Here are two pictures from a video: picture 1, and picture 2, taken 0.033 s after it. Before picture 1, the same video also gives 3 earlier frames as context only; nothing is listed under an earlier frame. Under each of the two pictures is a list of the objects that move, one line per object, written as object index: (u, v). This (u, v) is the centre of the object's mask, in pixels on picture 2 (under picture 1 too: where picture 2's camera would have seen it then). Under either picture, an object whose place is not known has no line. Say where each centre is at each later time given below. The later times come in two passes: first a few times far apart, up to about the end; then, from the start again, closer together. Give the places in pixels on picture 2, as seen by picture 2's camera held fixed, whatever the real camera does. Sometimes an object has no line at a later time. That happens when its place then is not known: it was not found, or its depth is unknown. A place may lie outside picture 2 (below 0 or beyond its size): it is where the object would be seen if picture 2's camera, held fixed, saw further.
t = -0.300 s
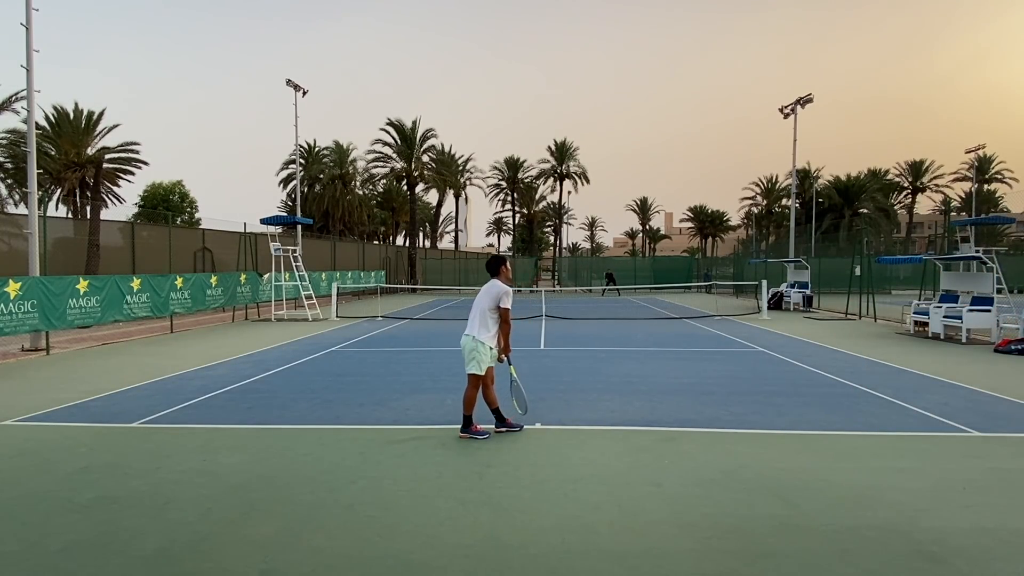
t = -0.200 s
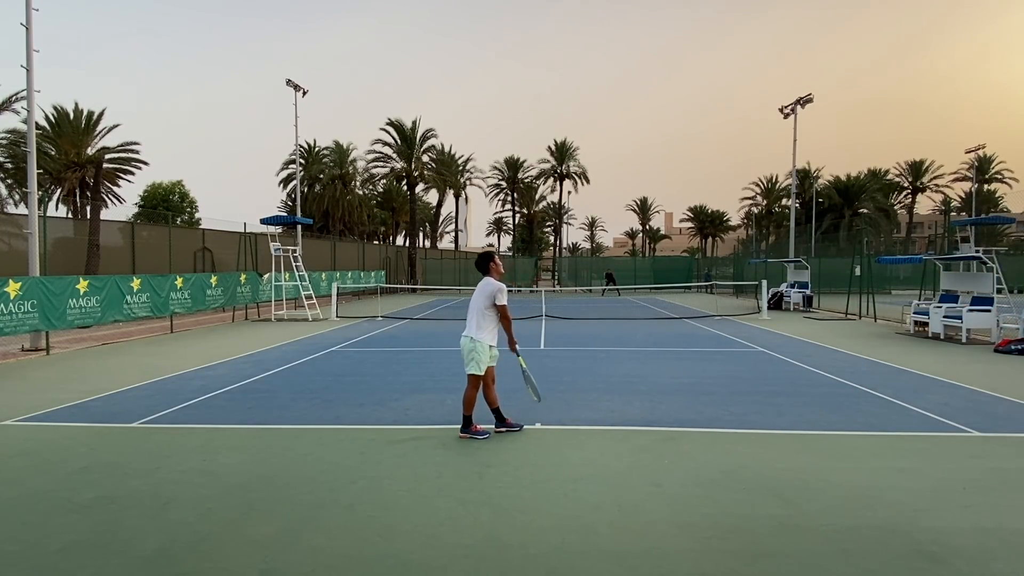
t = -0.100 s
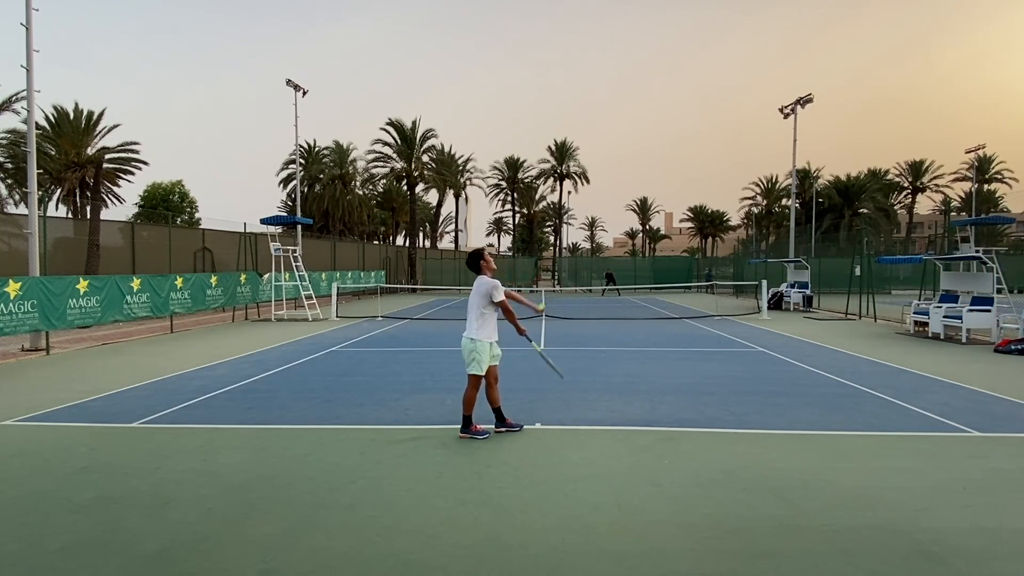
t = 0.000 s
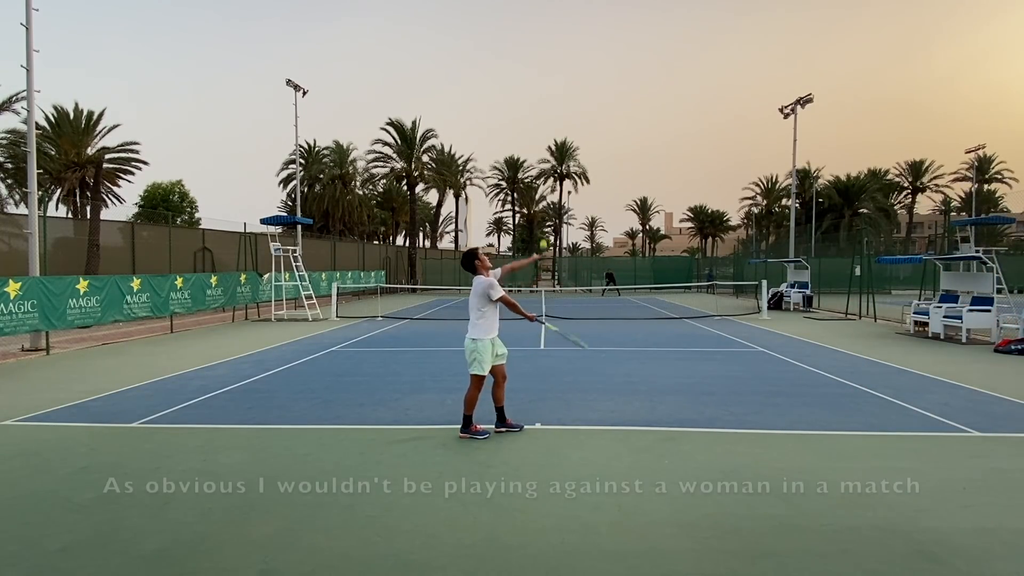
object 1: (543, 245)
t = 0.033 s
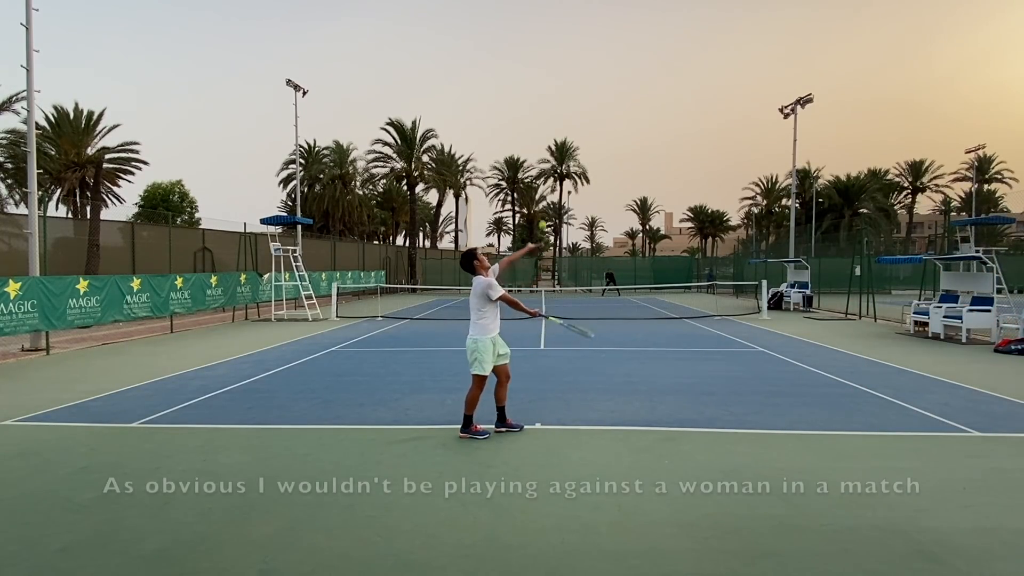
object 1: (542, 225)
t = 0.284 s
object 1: (536, 112)
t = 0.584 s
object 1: (528, 61)
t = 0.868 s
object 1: (519, 96)
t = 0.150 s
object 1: (541, 164)
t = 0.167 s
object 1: (539, 158)
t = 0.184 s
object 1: (538, 150)
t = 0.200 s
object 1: (538, 143)
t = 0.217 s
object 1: (538, 136)
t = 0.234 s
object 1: (537, 130)
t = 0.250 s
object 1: (537, 124)
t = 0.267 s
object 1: (537, 118)
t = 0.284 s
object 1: (536, 112)
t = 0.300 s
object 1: (536, 107)
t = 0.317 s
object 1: (535, 102)
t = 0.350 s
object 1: (534, 93)
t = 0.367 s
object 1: (534, 89)
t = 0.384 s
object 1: (534, 85)
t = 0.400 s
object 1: (533, 81)
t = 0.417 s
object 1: (532, 78)
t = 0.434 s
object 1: (532, 75)
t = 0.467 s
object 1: (531, 70)
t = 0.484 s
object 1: (531, 68)
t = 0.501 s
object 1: (530, 66)
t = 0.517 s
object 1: (530, 64)
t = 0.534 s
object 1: (529, 63)
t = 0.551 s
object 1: (529, 62)
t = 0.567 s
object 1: (528, 61)
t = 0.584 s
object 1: (528, 61)
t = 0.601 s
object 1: (527, 60)
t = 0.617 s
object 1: (527, 61)
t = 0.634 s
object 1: (526, 61)
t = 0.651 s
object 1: (526, 62)
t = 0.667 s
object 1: (525, 63)
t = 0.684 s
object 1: (525, 64)
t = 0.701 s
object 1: (524, 65)
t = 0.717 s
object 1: (524, 67)
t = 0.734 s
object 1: (523, 69)
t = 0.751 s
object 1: (523, 72)
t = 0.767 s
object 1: (522, 74)
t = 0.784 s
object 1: (522, 77)
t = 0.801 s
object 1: (521, 80)
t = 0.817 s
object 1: (521, 84)
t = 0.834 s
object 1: (520, 88)
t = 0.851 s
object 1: (520, 92)
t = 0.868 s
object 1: (519, 96)
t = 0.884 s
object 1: (519, 101)
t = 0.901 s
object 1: (518, 106)
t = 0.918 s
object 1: (518, 111)
